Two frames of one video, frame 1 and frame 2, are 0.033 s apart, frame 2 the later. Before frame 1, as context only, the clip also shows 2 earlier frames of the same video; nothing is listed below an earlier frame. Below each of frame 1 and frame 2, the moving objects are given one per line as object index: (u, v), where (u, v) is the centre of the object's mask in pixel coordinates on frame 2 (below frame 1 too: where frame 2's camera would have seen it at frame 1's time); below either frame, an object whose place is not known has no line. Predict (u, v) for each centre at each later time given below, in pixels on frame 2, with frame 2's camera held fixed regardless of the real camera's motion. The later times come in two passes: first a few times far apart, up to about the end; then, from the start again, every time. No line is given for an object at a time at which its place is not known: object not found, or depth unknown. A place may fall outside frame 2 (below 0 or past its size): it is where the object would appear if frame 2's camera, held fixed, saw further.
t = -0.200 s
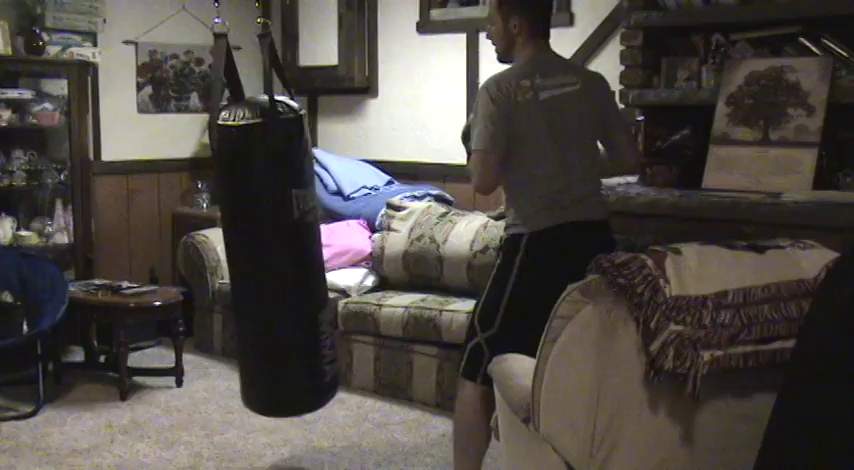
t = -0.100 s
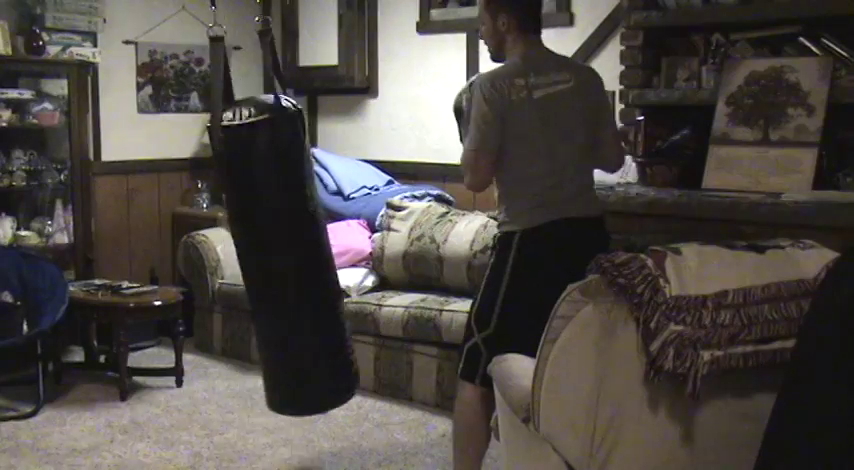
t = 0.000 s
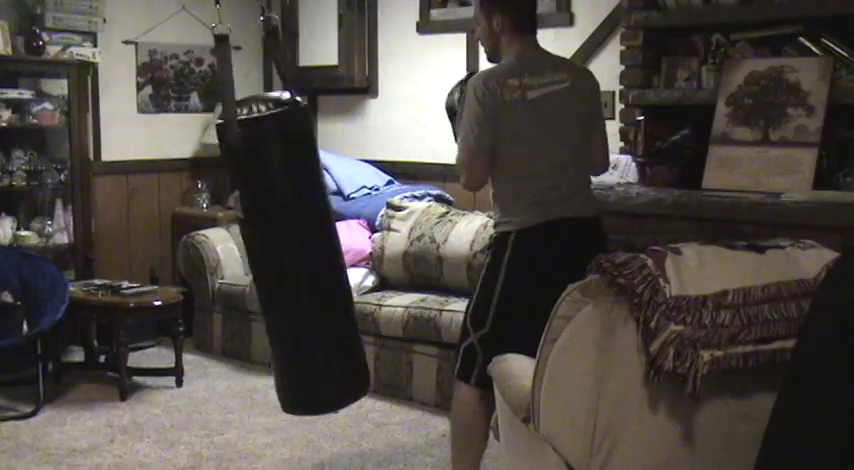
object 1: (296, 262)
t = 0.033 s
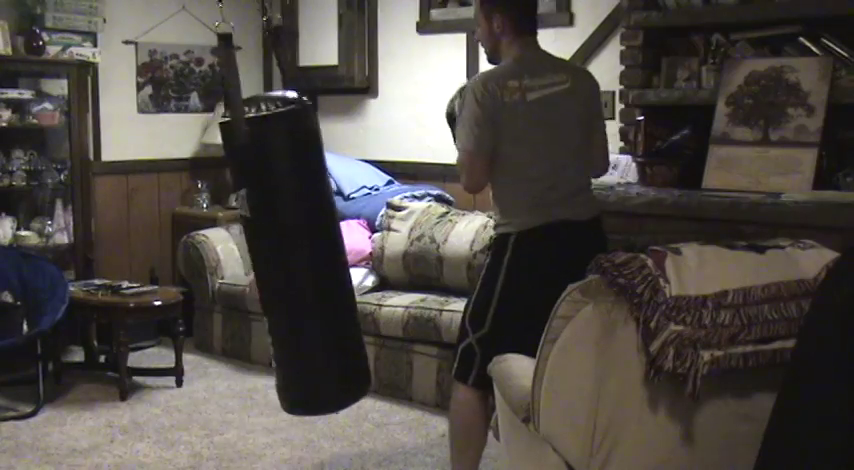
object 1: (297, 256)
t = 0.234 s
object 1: (299, 264)
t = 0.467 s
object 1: (274, 268)
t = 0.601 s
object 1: (253, 274)
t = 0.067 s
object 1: (300, 259)
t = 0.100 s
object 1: (302, 261)
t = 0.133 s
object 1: (302, 261)
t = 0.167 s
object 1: (302, 263)
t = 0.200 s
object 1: (301, 264)
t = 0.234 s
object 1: (299, 264)
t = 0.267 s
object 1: (296, 265)
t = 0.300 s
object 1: (293, 265)
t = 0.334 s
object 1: (289, 266)
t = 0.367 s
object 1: (285, 265)
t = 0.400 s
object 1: (281, 266)
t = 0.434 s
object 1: (278, 268)
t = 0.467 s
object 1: (274, 268)
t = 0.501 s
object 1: (269, 269)
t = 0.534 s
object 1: (264, 271)
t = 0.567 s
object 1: (259, 272)
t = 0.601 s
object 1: (253, 274)
